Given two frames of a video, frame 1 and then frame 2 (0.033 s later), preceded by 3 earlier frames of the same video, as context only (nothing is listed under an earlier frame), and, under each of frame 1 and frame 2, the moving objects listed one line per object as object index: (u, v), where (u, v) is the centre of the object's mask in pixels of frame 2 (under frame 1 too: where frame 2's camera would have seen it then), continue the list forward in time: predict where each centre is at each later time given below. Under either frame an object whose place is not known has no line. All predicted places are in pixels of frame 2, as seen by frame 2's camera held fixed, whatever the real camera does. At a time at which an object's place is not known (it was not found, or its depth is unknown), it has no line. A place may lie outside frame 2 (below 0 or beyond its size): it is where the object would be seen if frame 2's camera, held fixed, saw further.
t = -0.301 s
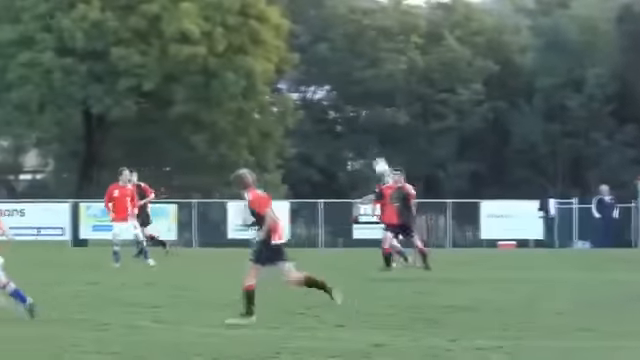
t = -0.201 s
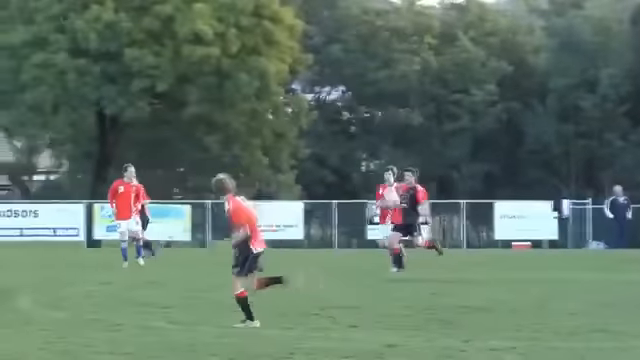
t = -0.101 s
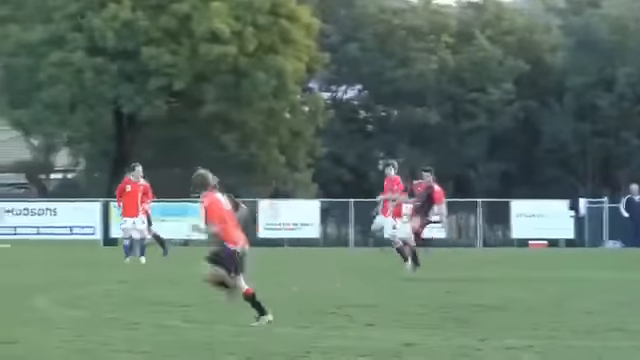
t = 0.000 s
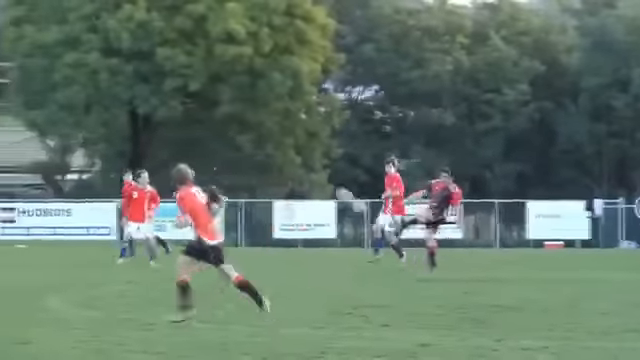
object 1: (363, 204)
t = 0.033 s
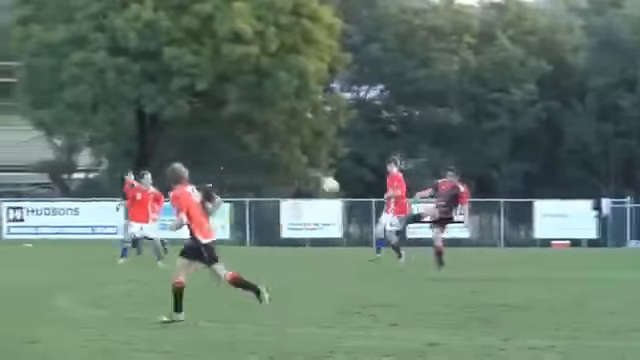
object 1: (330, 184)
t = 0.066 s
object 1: (293, 165)
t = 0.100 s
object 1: (265, 151)
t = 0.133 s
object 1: (236, 137)
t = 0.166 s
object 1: (199, 121)
